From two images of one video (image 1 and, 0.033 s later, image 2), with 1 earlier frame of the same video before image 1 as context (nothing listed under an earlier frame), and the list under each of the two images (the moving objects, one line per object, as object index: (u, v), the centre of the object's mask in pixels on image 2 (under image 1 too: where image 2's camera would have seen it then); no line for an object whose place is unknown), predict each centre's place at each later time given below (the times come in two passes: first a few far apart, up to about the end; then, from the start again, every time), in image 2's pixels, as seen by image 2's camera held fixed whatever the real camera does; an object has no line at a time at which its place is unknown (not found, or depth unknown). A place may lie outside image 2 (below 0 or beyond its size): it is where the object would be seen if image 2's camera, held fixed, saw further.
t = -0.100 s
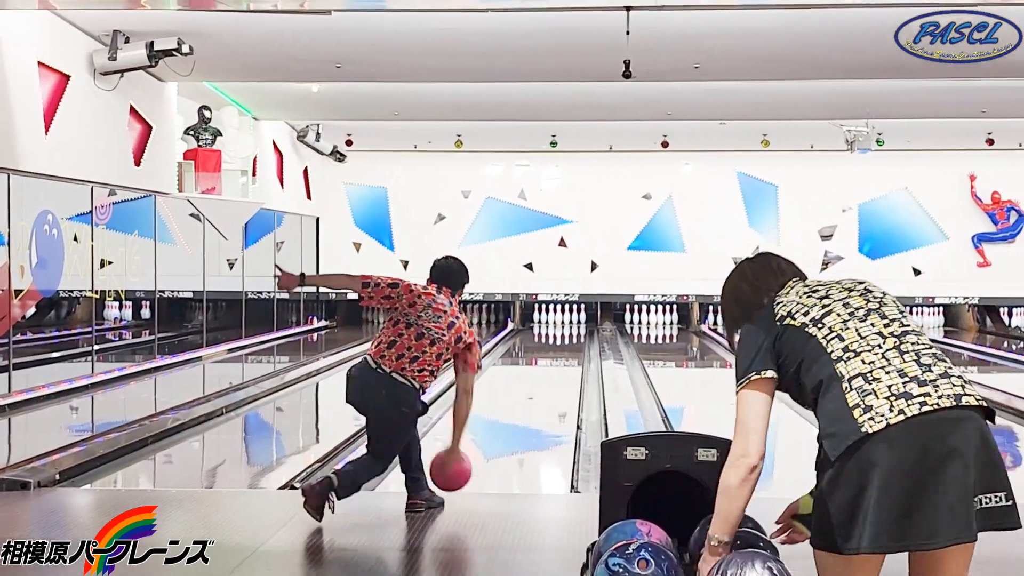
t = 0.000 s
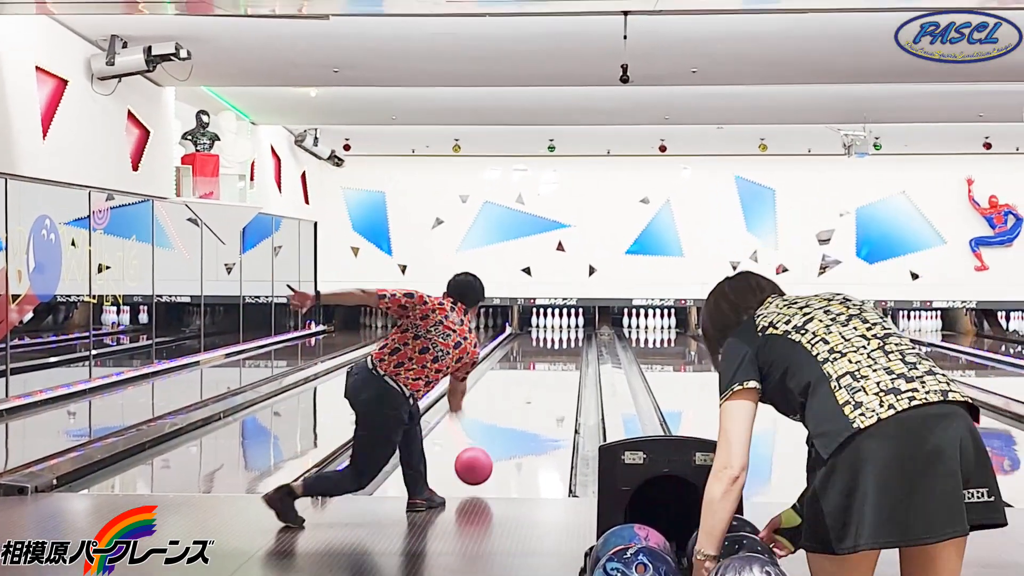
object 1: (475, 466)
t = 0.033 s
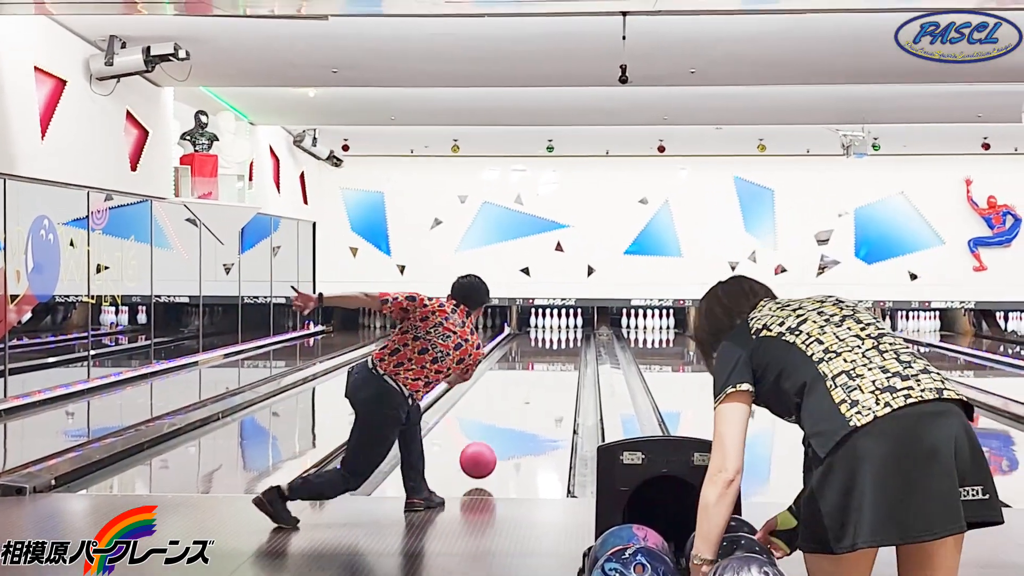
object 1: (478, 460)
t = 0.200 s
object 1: (503, 436)
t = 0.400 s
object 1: (522, 409)
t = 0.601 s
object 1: (536, 390)
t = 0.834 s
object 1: (547, 373)
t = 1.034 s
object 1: (553, 361)
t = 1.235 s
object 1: (558, 353)
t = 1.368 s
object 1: (560, 349)
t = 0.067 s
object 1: (483, 456)
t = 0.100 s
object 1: (489, 451)
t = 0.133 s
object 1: (494, 445)
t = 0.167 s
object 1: (499, 440)
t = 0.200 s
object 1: (503, 436)
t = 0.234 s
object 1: (506, 430)
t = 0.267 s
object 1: (510, 425)
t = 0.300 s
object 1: (514, 420)
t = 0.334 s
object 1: (517, 416)
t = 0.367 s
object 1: (520, 412)
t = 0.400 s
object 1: (522, 409)
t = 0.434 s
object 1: (525, 405)
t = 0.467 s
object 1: (528, 401)
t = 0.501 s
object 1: (530, 398)
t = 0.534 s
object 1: (532, 395)
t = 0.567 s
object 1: (534, 392)
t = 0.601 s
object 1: (536, 390)
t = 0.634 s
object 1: (538, 387)
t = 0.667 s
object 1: (540, 385)
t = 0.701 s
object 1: (541, 382)
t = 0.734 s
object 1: (543, 380)
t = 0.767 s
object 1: (544, 377)
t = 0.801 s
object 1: (546, 375)
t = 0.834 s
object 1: (547, 373)
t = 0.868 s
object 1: (548, 371)
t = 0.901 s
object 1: (549, 369)
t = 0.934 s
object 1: (551, 367)
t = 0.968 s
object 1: (552, 365)
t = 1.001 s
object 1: (553, 363)
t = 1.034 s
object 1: (553, 361)
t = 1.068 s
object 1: (554, 360)
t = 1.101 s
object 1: (555, 359)
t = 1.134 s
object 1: (556, 357)
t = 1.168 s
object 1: (557, 356)
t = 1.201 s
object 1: (558, 355)
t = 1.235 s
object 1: (558, 353)
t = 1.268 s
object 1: (559, 352)
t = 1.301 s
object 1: (560, 350)
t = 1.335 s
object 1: (560, 349)
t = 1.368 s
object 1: (560, 349)
